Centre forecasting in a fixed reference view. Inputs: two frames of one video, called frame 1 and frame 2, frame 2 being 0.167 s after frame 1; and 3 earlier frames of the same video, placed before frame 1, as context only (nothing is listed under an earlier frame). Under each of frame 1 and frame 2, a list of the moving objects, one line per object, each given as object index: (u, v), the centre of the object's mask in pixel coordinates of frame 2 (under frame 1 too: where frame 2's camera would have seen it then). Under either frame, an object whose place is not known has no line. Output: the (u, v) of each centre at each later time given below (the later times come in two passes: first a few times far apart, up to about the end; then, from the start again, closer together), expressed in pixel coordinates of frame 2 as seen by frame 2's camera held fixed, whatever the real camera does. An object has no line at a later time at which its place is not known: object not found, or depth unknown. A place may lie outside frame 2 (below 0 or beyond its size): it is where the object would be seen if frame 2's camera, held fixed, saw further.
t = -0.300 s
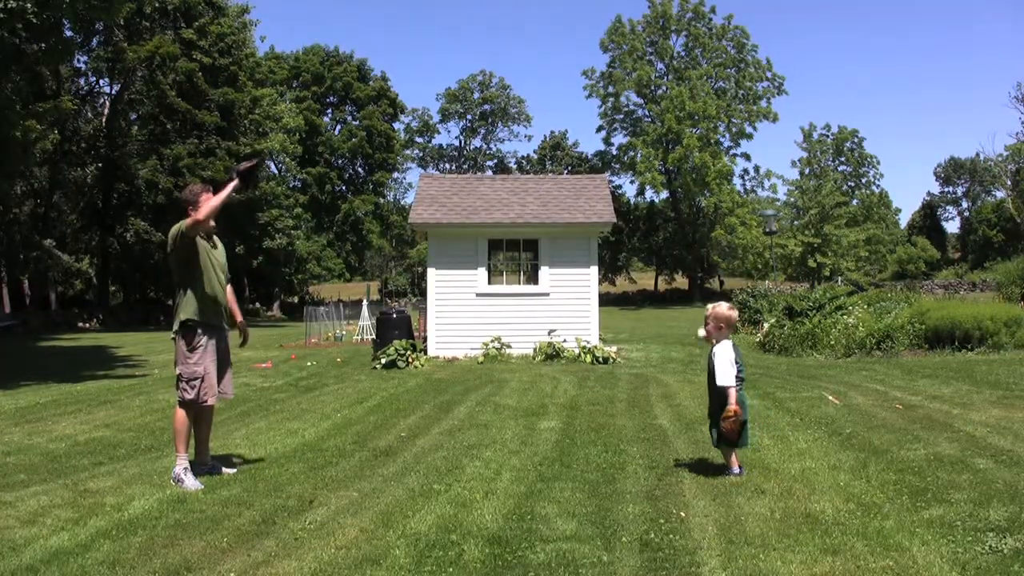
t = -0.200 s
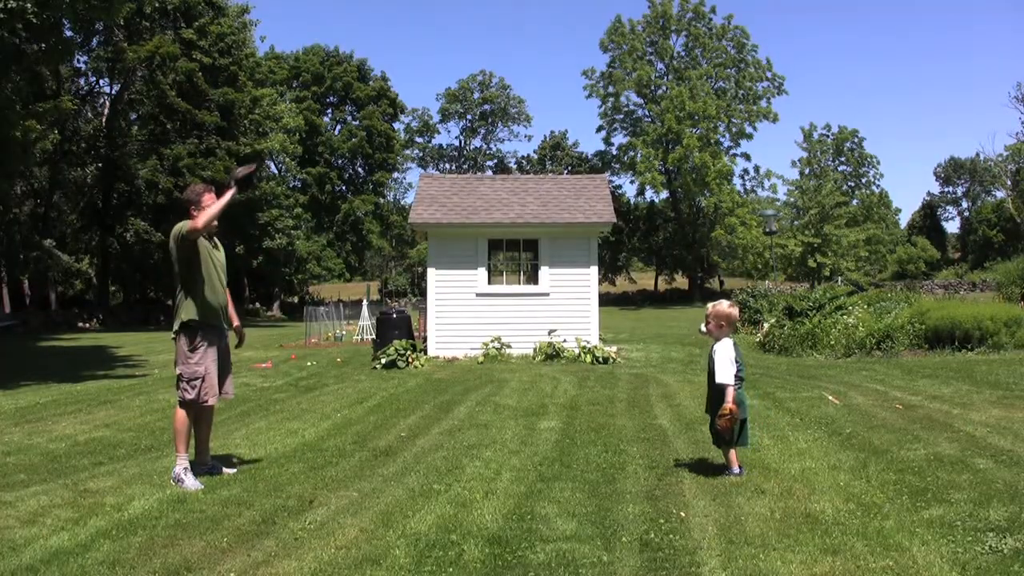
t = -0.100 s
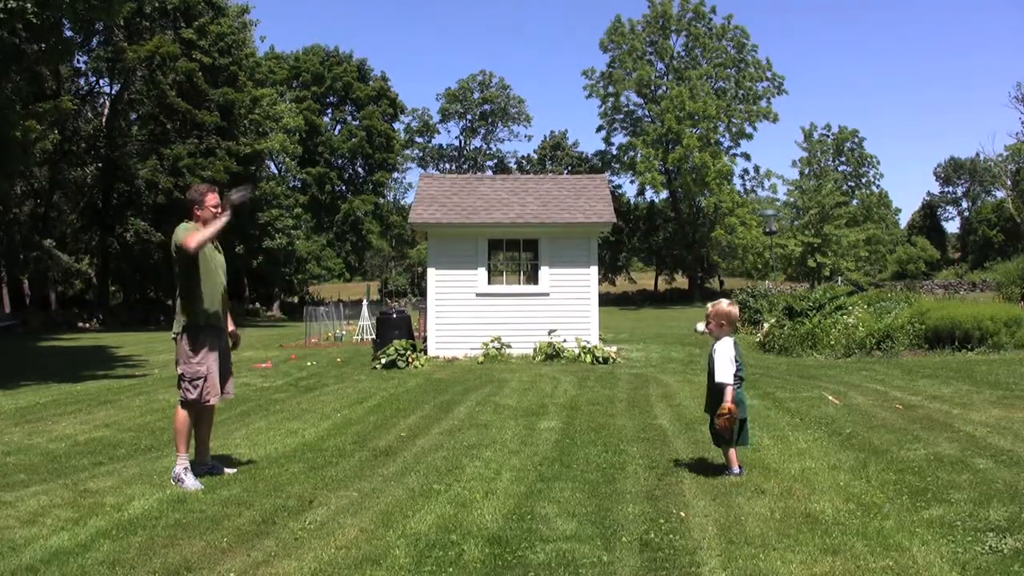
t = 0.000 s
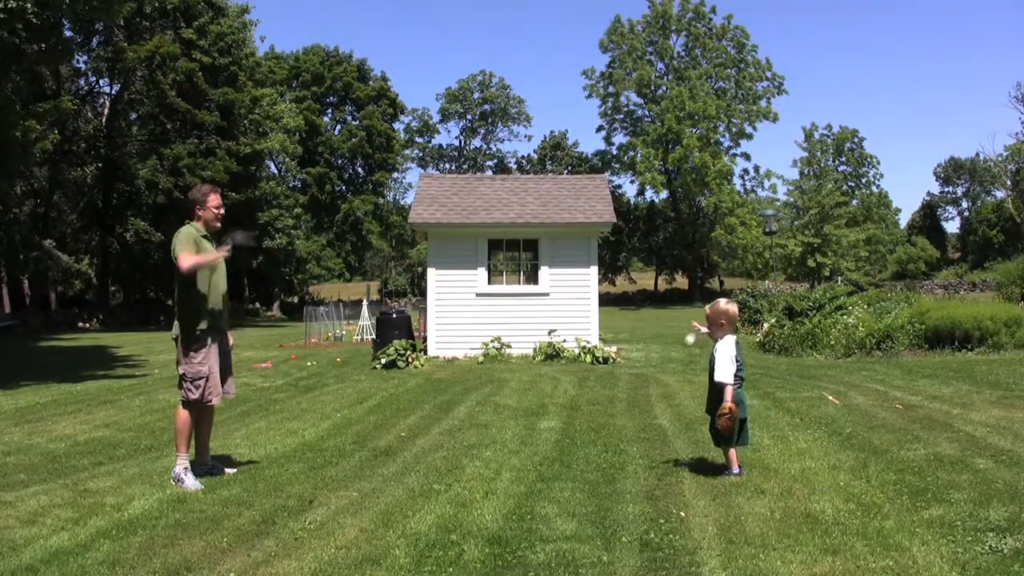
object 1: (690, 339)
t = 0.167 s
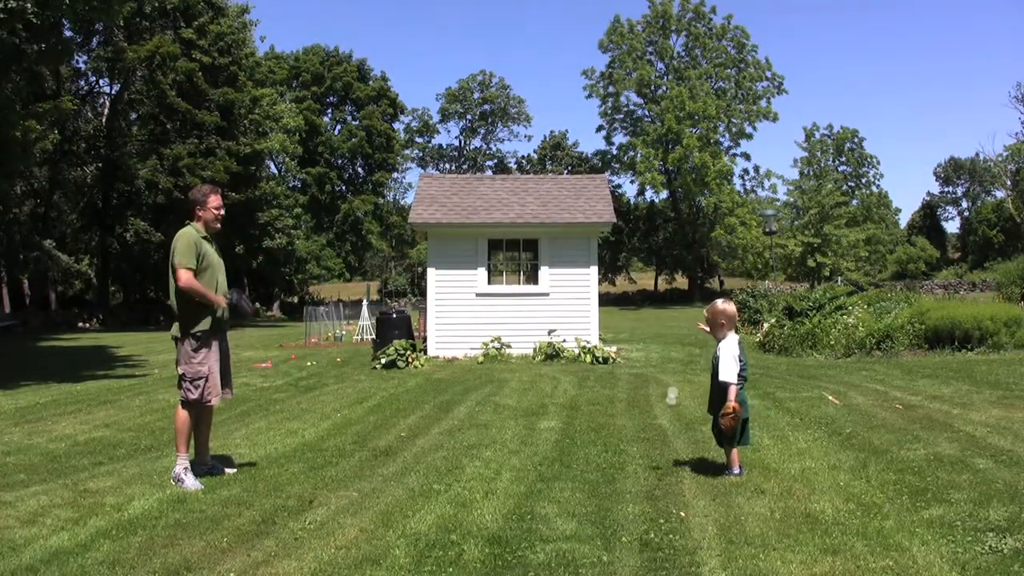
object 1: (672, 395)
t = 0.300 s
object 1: (658, 469)
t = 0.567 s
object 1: (640, 453)
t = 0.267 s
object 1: (661, 451)
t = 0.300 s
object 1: (658, 469)
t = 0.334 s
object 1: (655, 468)
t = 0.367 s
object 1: (652, 462)
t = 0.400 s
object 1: (651, 454)
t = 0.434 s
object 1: (649, 451)
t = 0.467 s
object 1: (646, 450)
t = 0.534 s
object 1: (643, 451)
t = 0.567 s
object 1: (640, 453)
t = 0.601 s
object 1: (639, 459)
